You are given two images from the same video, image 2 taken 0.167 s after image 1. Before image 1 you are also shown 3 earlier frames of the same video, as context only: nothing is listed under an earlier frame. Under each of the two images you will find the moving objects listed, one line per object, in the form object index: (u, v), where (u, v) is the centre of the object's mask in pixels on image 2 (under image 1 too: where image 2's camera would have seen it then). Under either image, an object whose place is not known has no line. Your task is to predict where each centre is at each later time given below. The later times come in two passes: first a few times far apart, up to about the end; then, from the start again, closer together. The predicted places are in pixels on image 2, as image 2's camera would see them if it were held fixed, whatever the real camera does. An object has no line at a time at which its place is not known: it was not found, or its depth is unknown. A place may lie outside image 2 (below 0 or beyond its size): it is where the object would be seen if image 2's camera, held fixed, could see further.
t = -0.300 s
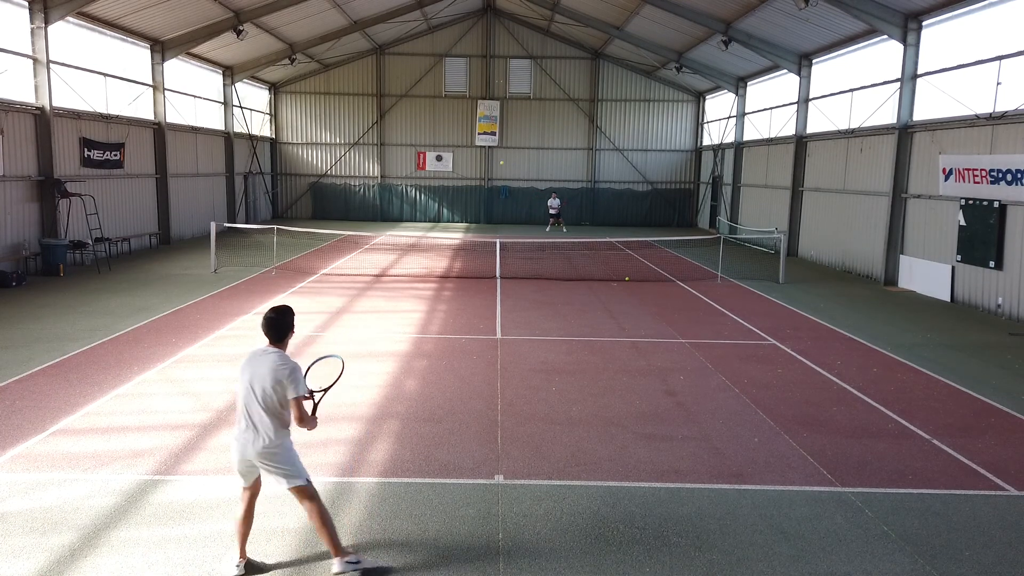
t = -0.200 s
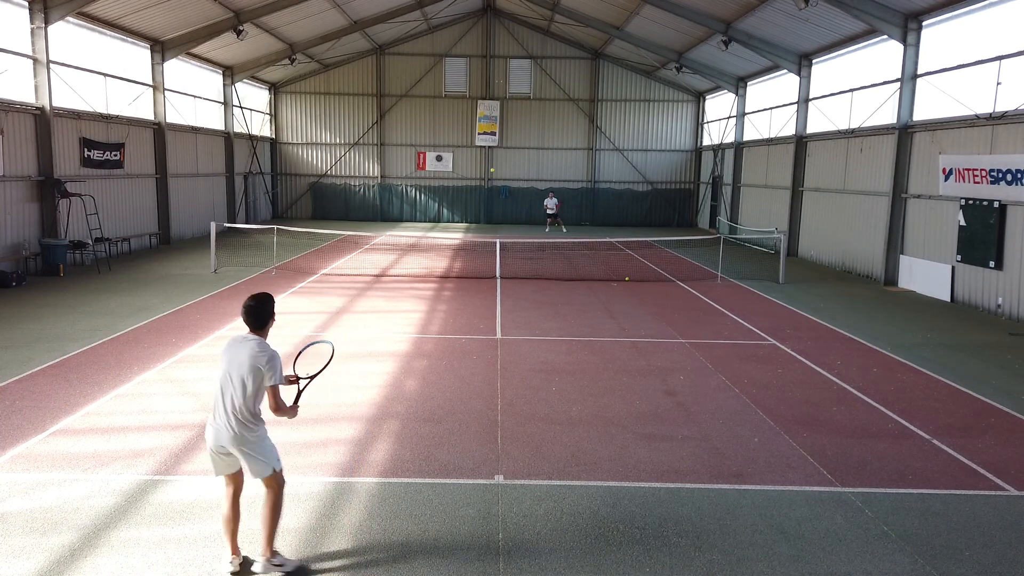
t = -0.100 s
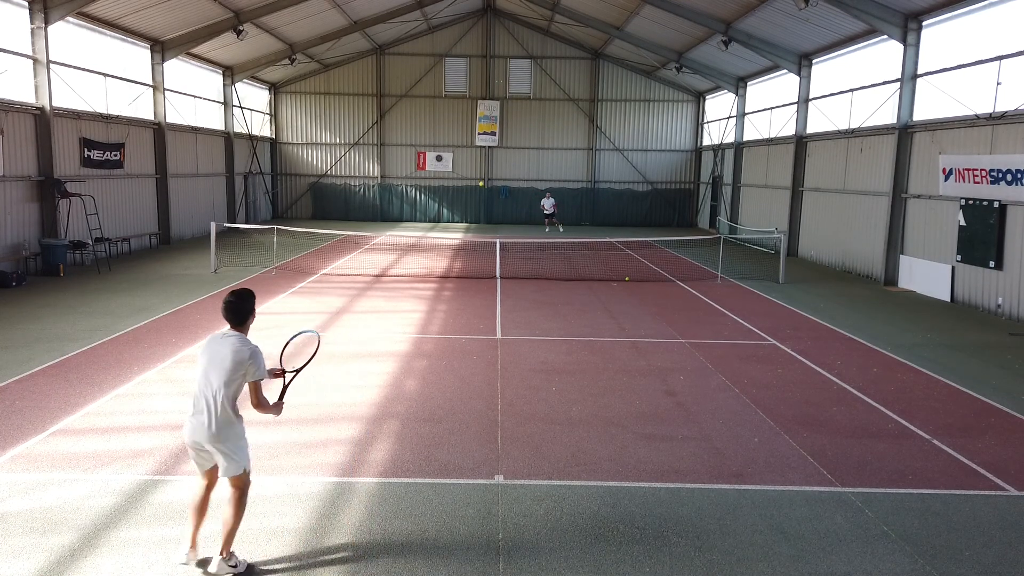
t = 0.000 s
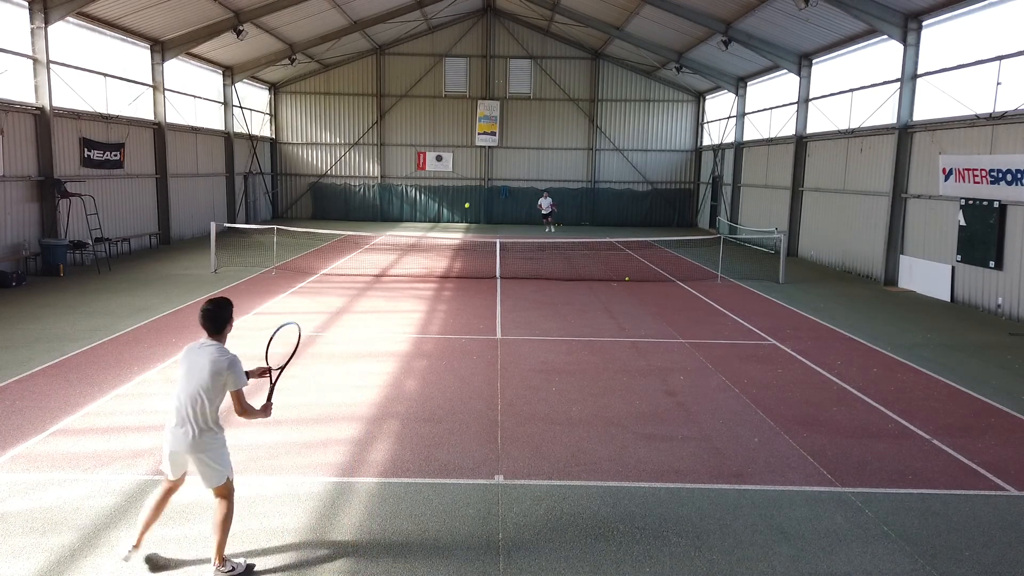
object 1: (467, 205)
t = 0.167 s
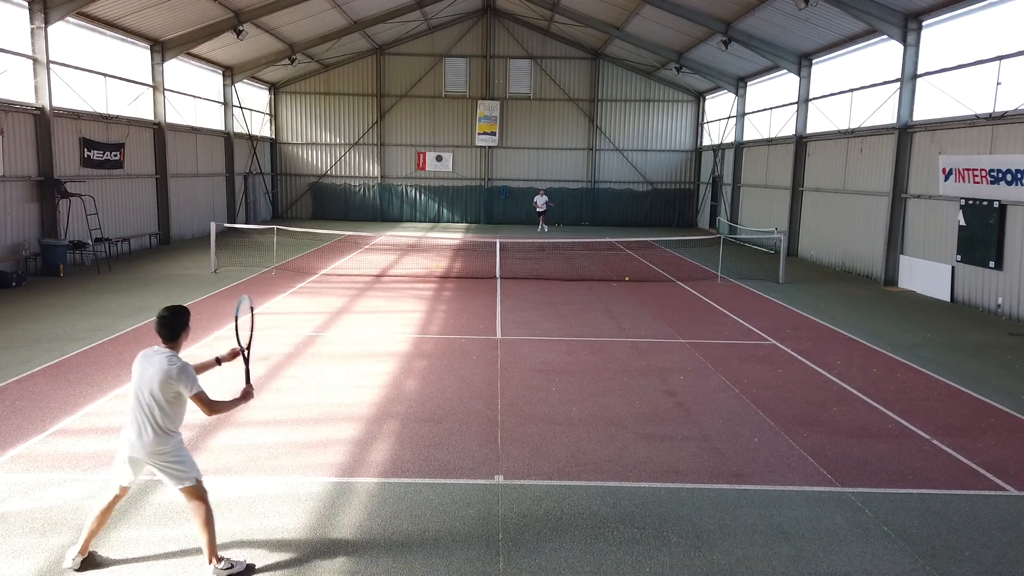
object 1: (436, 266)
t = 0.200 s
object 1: (428, 281)
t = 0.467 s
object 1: (370, 312)
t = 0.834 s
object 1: (260, 285)
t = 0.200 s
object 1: (428, 281)
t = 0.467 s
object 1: (370, 312)
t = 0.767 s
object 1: (286, 279)
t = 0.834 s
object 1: (260, 285)
